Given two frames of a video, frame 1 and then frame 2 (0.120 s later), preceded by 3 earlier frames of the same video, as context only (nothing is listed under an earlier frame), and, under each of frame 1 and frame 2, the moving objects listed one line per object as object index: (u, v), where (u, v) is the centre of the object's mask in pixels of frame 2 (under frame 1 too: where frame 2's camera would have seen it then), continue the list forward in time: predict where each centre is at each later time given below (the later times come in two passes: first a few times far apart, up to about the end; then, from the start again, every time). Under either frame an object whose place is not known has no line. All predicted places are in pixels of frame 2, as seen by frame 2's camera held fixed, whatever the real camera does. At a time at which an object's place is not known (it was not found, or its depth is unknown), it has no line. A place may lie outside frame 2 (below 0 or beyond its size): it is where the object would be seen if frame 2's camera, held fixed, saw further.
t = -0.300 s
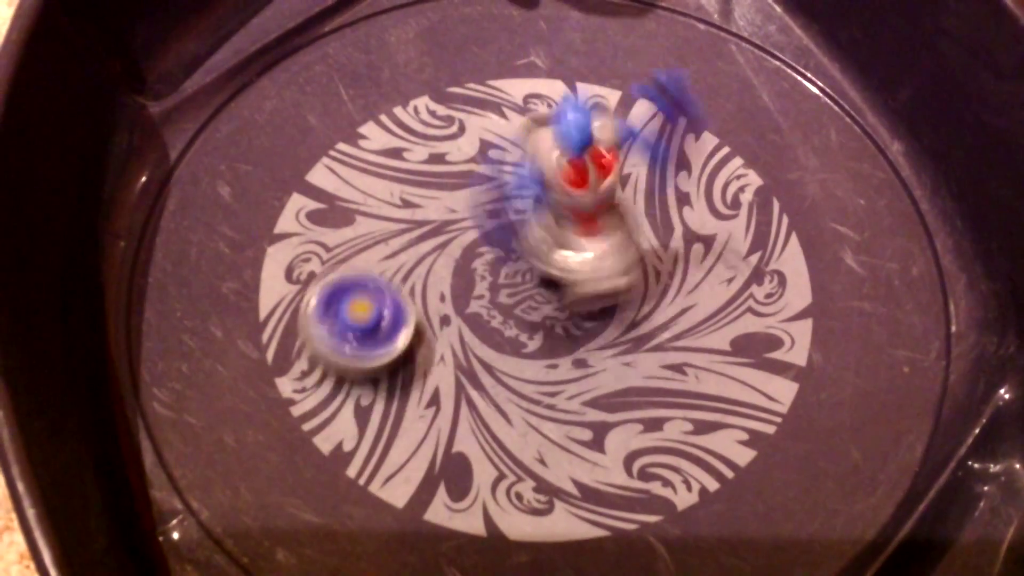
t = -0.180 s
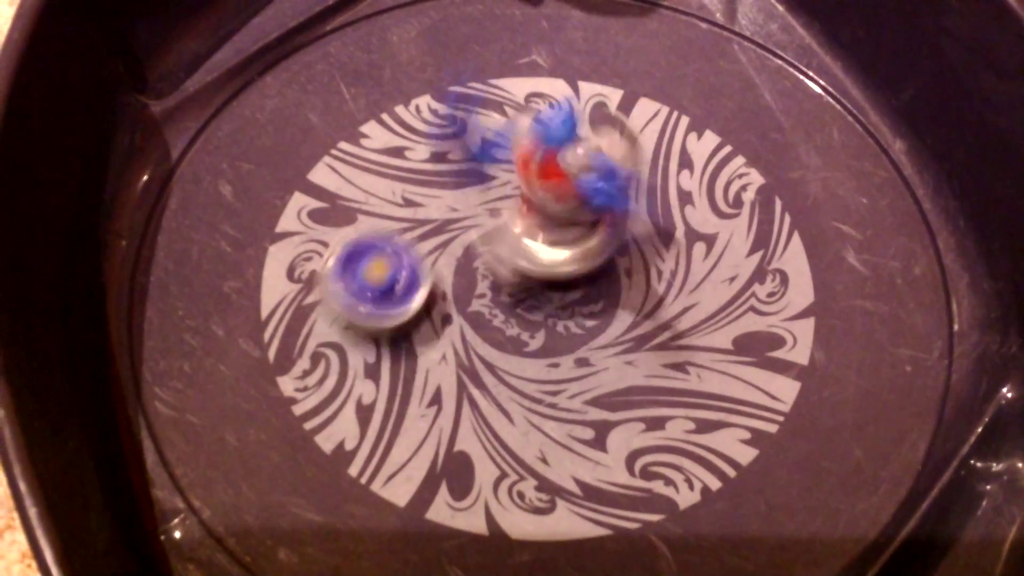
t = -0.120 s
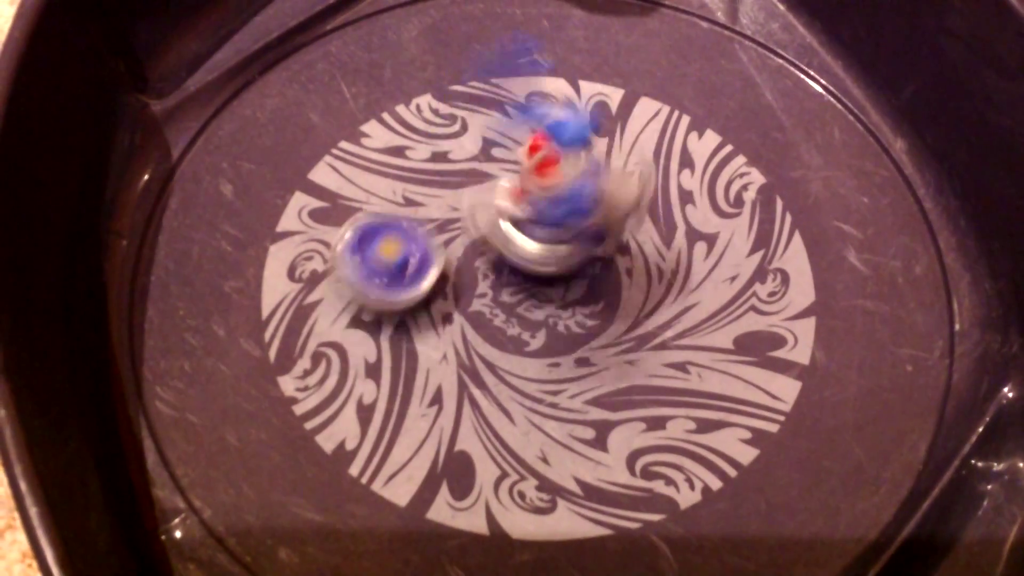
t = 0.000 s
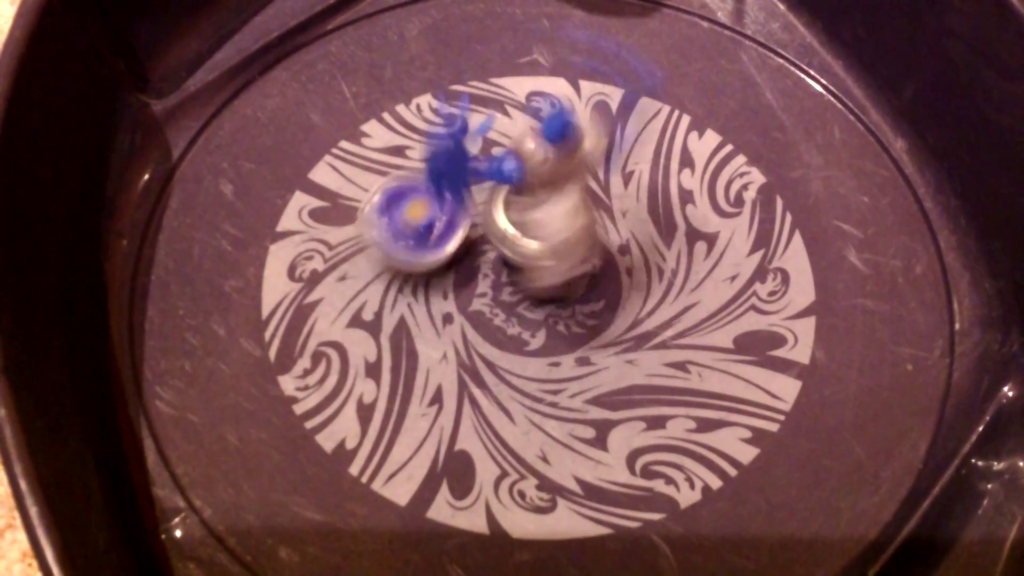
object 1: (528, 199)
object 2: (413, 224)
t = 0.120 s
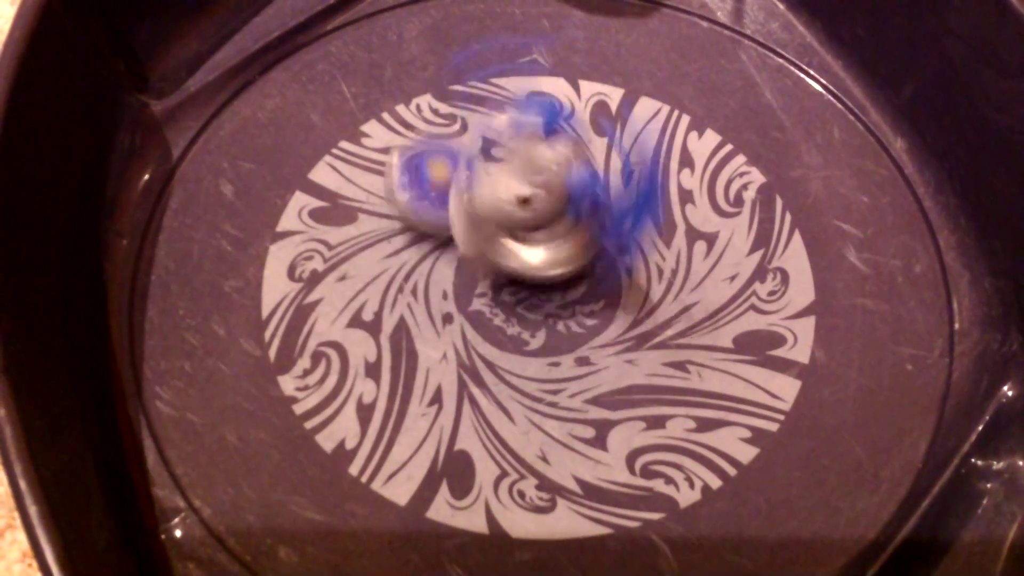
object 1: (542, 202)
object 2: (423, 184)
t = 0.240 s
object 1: (535, 220)
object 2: (444, 140)
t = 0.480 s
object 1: (539, 230)
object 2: (477, 101)
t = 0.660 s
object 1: (525, 242)
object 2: (500, 99)
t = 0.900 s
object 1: (539, 240)
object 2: (559, 123)
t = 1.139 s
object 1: (526, 249)
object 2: (627, 184)
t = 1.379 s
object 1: (532, 240)
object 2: (683, 265)
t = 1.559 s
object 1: (554, 242)
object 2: (700, 318)
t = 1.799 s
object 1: (573, 249)
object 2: (689, 374)
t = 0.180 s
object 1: (543, 214)
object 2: (434, 162)
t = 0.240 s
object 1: (535, 220)
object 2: (444, 140)
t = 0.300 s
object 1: (534, 222)
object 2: (451, 124)
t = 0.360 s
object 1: (542, 222)
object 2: (459, 114)
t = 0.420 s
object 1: (550, 239)
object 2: (468, 108)
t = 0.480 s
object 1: (539, 230)
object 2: (477, 101)
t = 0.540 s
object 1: (529, 226)
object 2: (484, 97)
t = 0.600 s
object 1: (534, 247)
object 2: (493, 98)
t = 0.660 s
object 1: (525, 242)
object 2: (500, 99)
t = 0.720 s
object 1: (524, 248)
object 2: (512, 103)
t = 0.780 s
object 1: (534, 255)
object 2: (526, 103)
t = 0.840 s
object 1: (526, 259)
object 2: (542, 115)
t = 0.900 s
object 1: (539, 240)
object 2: (559, 123)
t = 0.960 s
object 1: (533, 258)
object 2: (583, 134)
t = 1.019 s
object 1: (518, 242)
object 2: (593, 156)
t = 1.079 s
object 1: (533, 240)
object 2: (614, 166)
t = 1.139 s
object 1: (526, 249)
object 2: (627, 184)
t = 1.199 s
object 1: (521, 246)
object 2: (642, 200)
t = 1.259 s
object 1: (525, 237)
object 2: (657, 226)
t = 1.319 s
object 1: (534, 252)
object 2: (671, 245)
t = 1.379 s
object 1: (532, 240)
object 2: (683, 265)
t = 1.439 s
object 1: (553, 244)
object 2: (691, 281)
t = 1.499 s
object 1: (552, 246)
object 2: (697, 303)
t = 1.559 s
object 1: (554, 242)
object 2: (700, 318)
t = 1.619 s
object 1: (564, 241)
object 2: (701, 338)
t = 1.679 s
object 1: (563, 247)
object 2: (699, 352)
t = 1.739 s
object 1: (568, 238)
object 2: (695, 363)
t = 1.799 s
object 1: (573, 249)
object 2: (689, 374)
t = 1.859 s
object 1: (557, 246)
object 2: (679, 382)
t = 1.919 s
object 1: (576, 235)
